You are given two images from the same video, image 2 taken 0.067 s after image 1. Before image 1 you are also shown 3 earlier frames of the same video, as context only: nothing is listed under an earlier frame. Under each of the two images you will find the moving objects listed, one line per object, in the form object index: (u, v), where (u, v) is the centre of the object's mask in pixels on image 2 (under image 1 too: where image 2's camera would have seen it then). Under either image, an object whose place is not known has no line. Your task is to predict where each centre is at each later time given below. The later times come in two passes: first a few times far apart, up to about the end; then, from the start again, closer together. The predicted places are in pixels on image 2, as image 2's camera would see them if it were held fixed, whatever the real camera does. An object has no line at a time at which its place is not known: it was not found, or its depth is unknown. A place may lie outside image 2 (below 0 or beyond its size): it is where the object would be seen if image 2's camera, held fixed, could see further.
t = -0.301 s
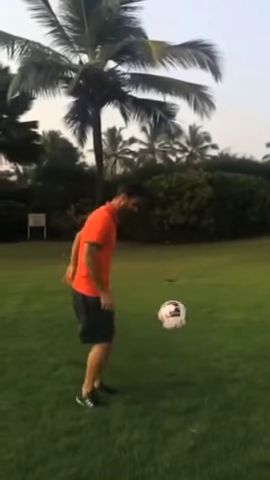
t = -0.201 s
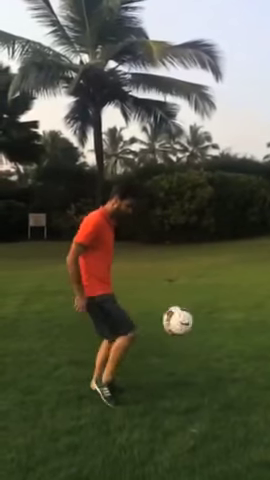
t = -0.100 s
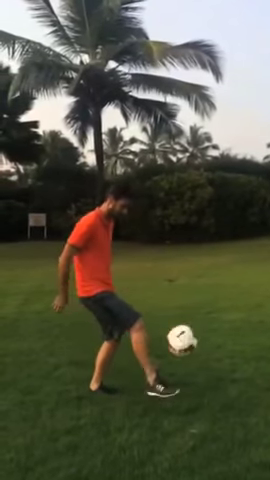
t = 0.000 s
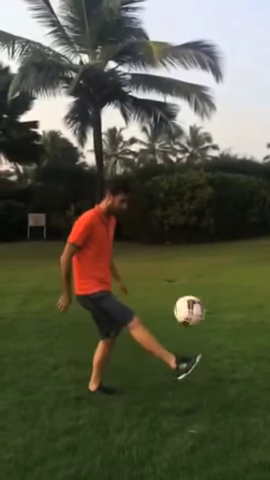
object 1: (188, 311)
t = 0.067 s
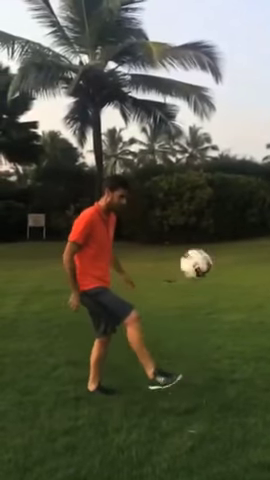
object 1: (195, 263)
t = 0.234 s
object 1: (213, 170)
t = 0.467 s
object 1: (236, 102)
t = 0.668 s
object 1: (256, 107)
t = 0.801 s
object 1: (266, 141)
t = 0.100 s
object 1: (199, 242)
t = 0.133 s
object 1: (203, 223)
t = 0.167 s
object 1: (207, 204)
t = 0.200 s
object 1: (210, 186)
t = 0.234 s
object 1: (213, 170)
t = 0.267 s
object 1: (216, 156)
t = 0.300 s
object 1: (220, 143)
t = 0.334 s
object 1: (224, 134)
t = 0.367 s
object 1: (227, 121)
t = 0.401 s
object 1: (231, 113)
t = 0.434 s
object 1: (233, 106)
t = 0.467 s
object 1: (236, 102)
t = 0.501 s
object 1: (240, 98)
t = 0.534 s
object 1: (244, 96)
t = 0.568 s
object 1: (247, 96)
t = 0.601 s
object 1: (250, 98)
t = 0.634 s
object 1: (253, 100)
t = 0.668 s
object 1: (256, 107)
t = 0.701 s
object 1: (259, 113)
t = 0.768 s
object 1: (265, 129)
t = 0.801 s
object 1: (266, 141)
